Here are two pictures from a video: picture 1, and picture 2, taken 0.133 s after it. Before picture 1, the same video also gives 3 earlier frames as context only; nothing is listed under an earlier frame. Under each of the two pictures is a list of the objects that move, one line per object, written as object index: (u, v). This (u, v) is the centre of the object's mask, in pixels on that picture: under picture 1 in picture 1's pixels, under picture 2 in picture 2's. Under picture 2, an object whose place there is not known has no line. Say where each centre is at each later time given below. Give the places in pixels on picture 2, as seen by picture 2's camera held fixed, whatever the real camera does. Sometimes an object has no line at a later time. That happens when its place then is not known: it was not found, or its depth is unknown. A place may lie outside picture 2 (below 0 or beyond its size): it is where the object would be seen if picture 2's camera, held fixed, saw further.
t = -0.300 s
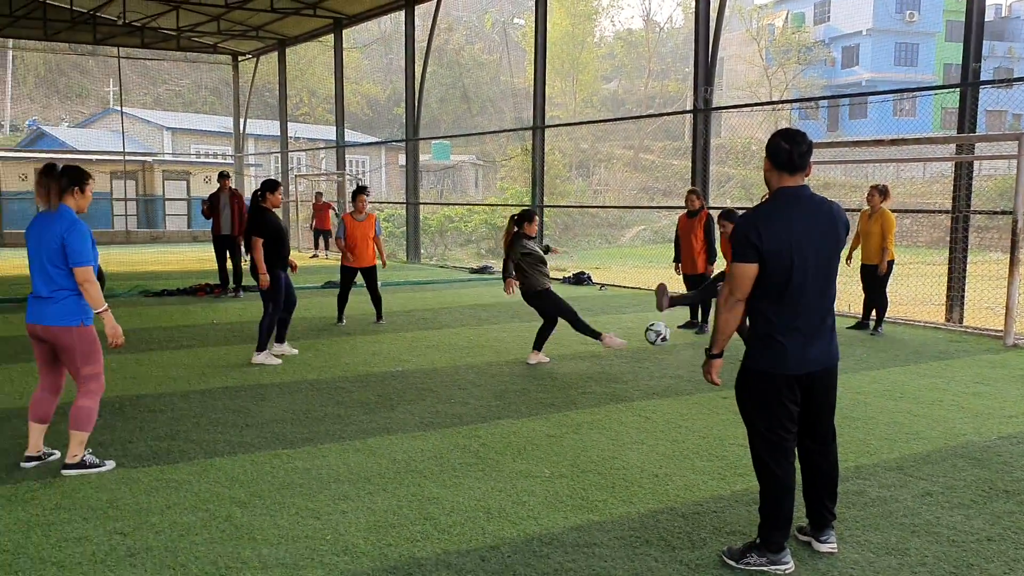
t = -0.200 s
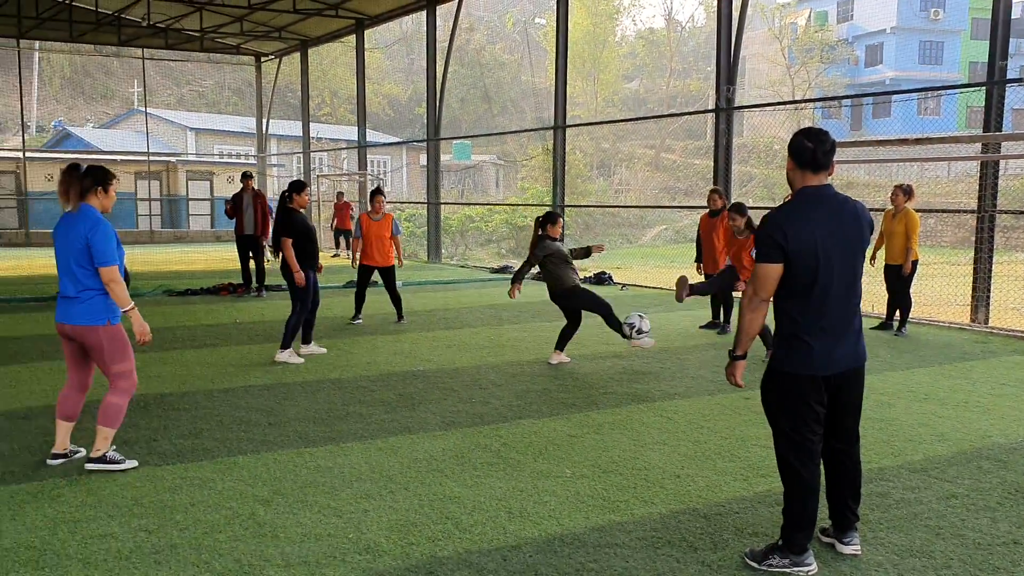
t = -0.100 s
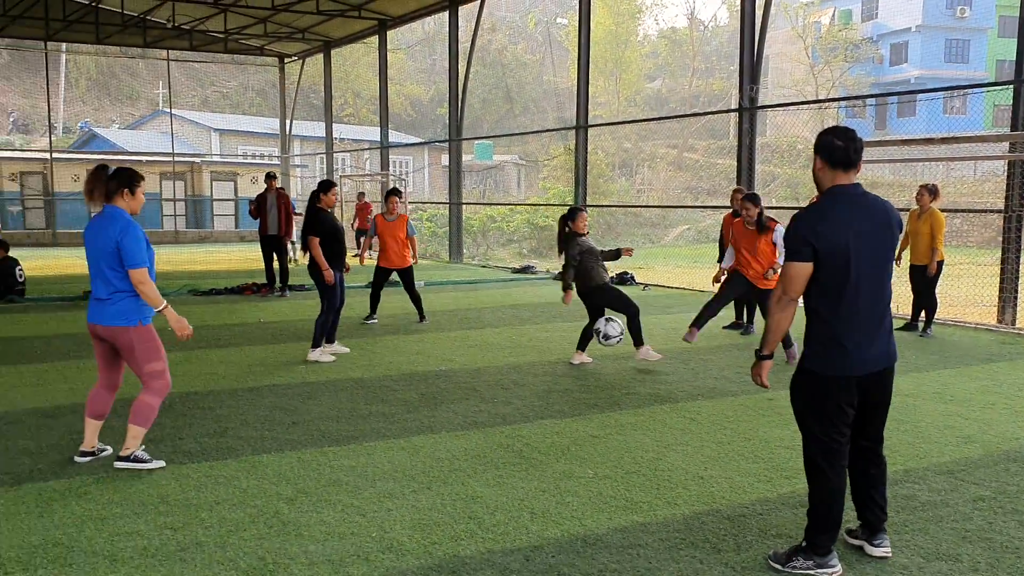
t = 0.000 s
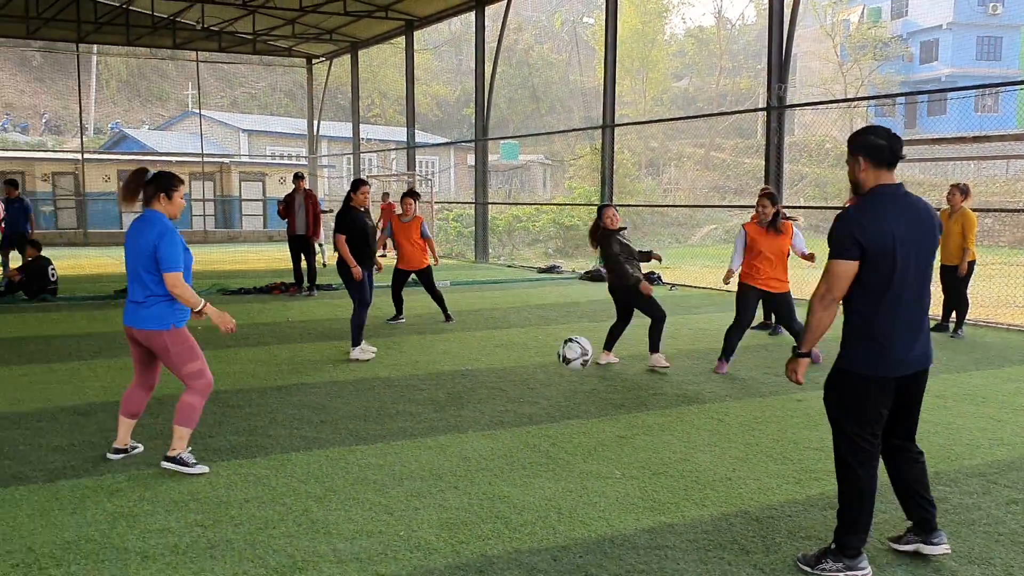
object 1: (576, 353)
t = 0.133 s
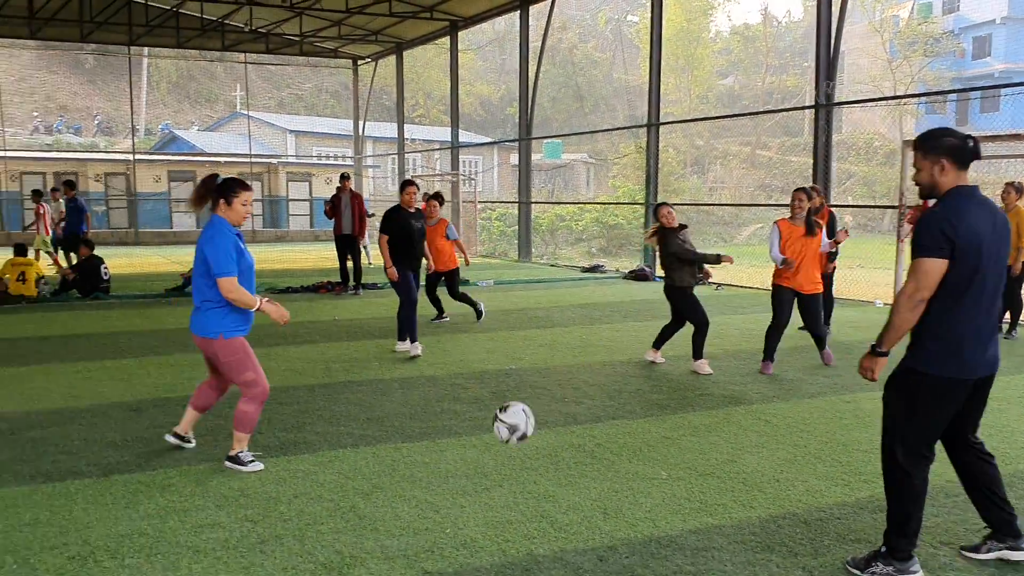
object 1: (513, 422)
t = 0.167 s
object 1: (482, 451)
